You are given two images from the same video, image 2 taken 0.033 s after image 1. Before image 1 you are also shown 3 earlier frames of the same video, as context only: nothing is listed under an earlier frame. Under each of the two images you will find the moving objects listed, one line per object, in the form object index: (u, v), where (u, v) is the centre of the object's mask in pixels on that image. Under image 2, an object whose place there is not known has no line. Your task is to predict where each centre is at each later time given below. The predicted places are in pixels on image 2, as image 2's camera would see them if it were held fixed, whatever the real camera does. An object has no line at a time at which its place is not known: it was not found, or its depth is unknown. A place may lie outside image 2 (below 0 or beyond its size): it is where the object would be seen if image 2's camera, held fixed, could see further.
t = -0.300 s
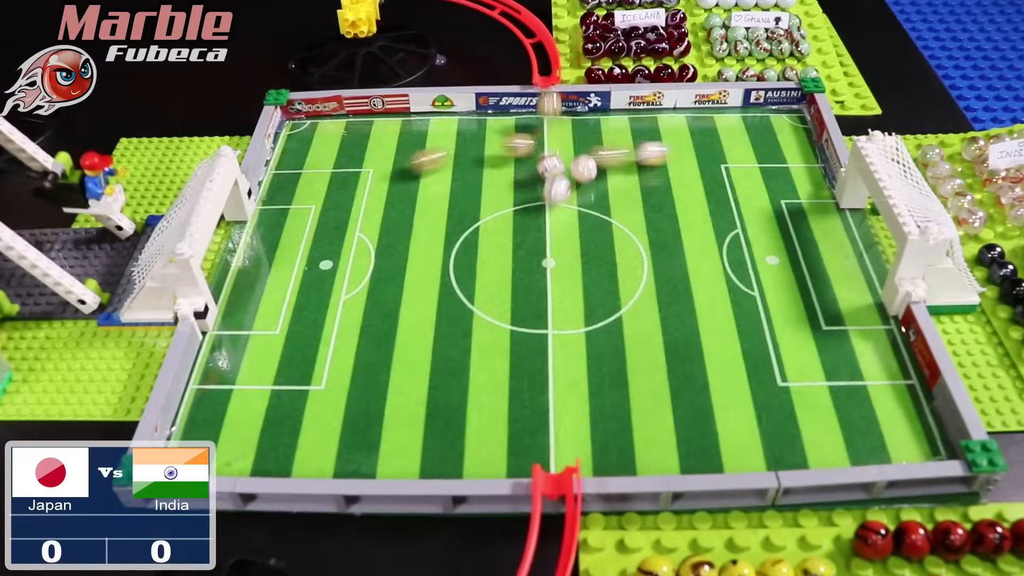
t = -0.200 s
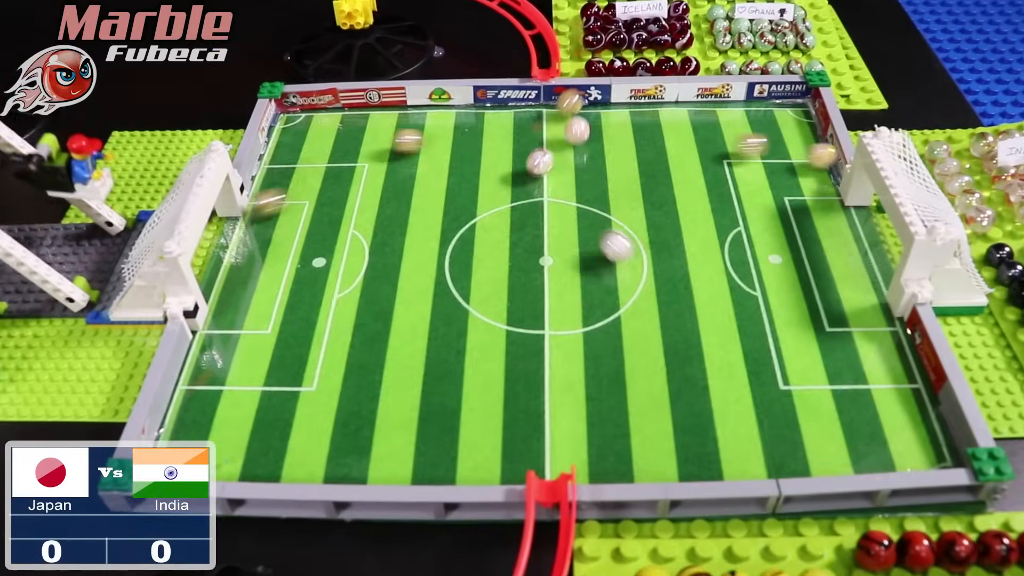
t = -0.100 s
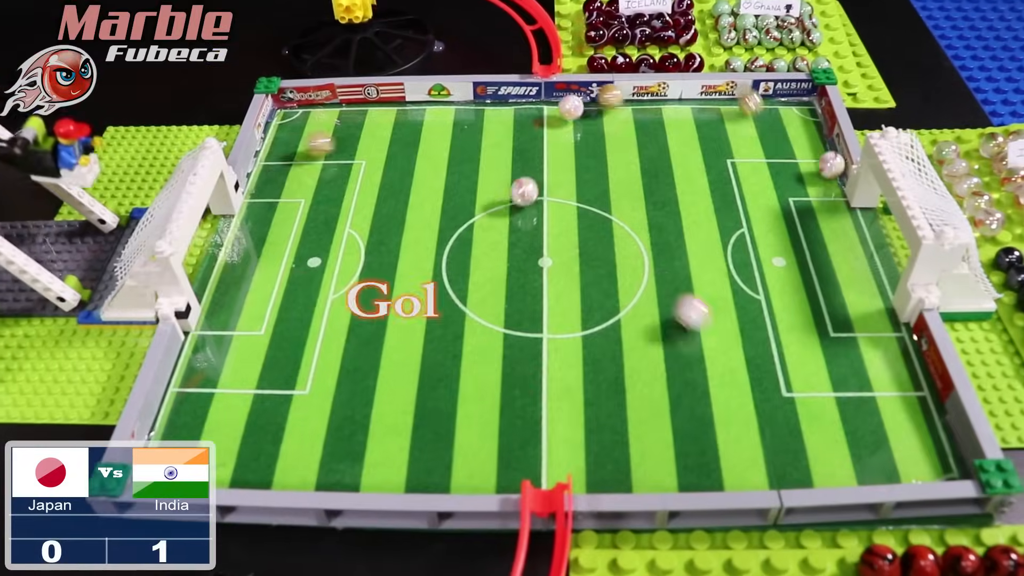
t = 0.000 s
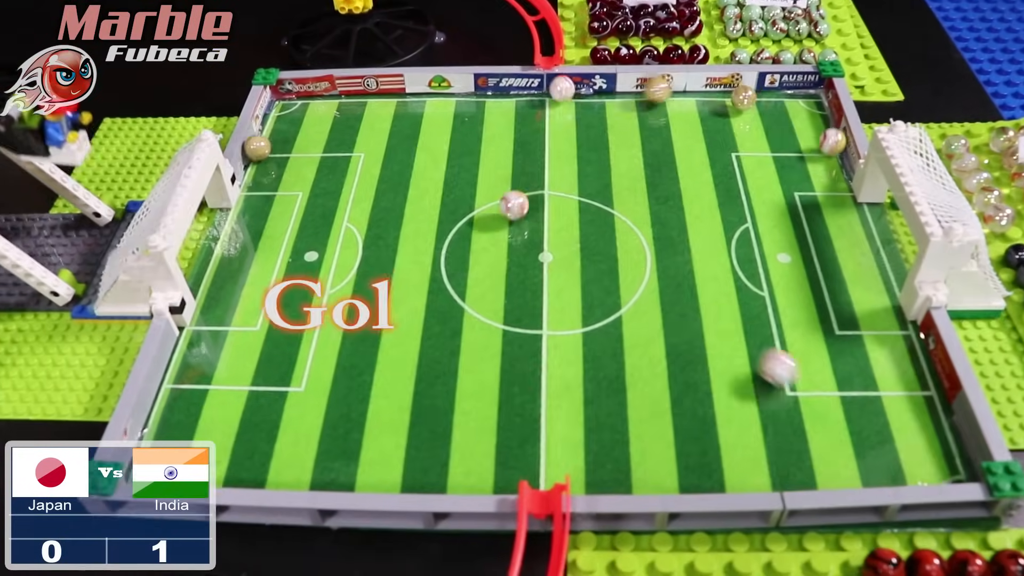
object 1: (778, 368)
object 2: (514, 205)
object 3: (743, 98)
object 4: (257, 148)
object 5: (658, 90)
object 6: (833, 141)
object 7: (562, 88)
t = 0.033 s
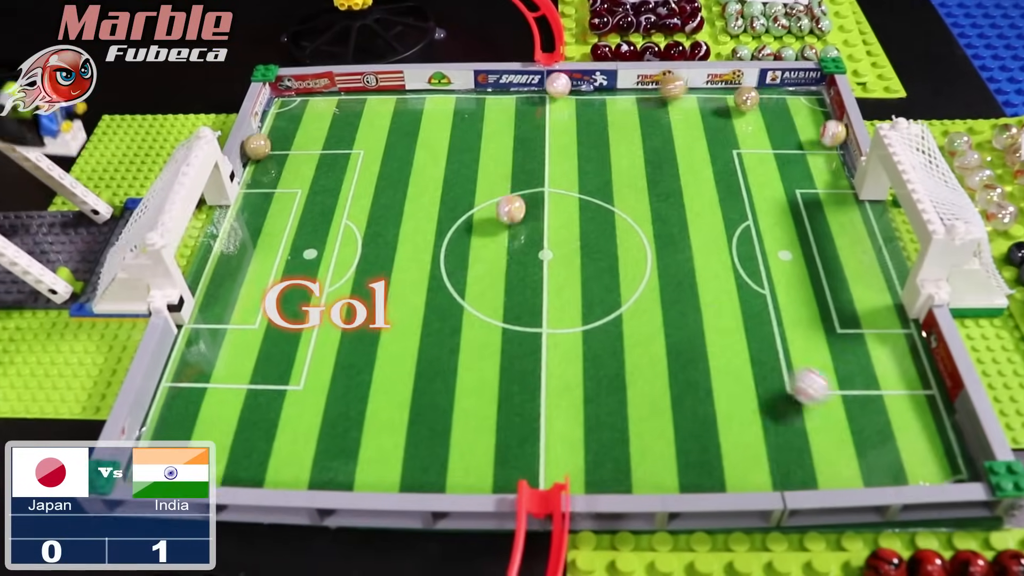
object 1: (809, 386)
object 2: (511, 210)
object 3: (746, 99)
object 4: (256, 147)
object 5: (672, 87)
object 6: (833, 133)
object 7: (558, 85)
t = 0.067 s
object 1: (843, 408)
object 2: (508, 217)
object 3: (749, 102)
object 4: (255, 149)
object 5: (687, 87)
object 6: (831, 128)
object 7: (554, 85)
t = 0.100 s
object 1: (872, 430)
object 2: (504, 224)
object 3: (751, 106)
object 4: (254, 152)
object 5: (702, 88)
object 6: (830, 123)
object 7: (549, 85)
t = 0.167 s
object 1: (943, 469)
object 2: (497, 238)
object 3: (755, 115)
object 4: (252, 156)
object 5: (731, 89)
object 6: (828, 113)
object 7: (541, 86)
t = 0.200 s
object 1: (960, 465)
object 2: (495, 245)
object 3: (758, 119)
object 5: (746, 89)
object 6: (826, 108)
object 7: (537, 85)
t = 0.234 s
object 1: (964, 459)
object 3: (761, 123)
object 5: (760, 90)
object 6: (824, 103)
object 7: (533, 86)
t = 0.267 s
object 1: (952, 457)
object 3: (764, 127)
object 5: (775, 90)
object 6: (822, 98)
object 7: (529, 86)
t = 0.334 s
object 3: (769, 136)
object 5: (796, 92)
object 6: (821, 89)
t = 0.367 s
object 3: (772, 140)
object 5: (795, 92)
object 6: (820, 86)
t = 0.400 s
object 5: (795, 93)
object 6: (819, 86)
